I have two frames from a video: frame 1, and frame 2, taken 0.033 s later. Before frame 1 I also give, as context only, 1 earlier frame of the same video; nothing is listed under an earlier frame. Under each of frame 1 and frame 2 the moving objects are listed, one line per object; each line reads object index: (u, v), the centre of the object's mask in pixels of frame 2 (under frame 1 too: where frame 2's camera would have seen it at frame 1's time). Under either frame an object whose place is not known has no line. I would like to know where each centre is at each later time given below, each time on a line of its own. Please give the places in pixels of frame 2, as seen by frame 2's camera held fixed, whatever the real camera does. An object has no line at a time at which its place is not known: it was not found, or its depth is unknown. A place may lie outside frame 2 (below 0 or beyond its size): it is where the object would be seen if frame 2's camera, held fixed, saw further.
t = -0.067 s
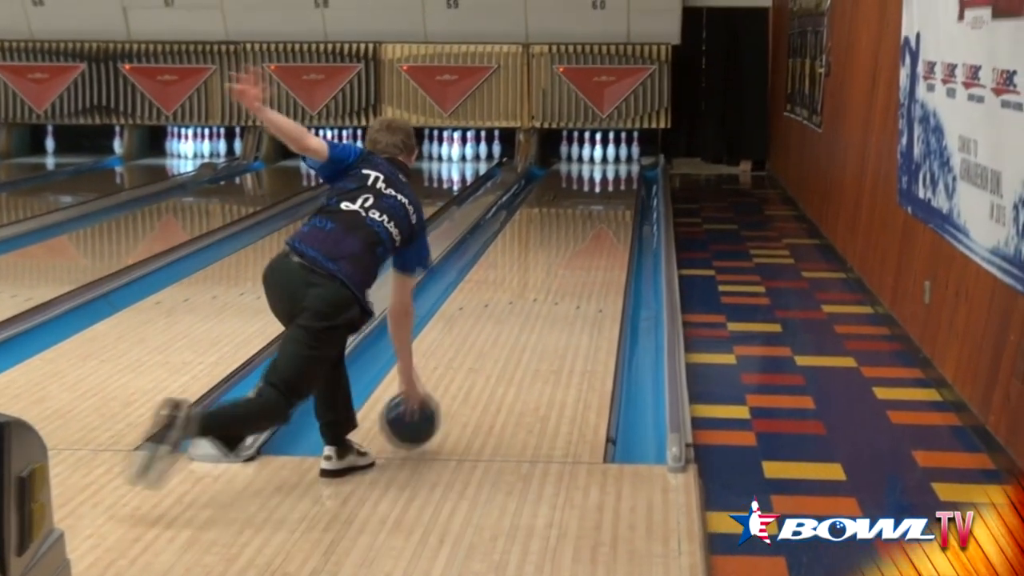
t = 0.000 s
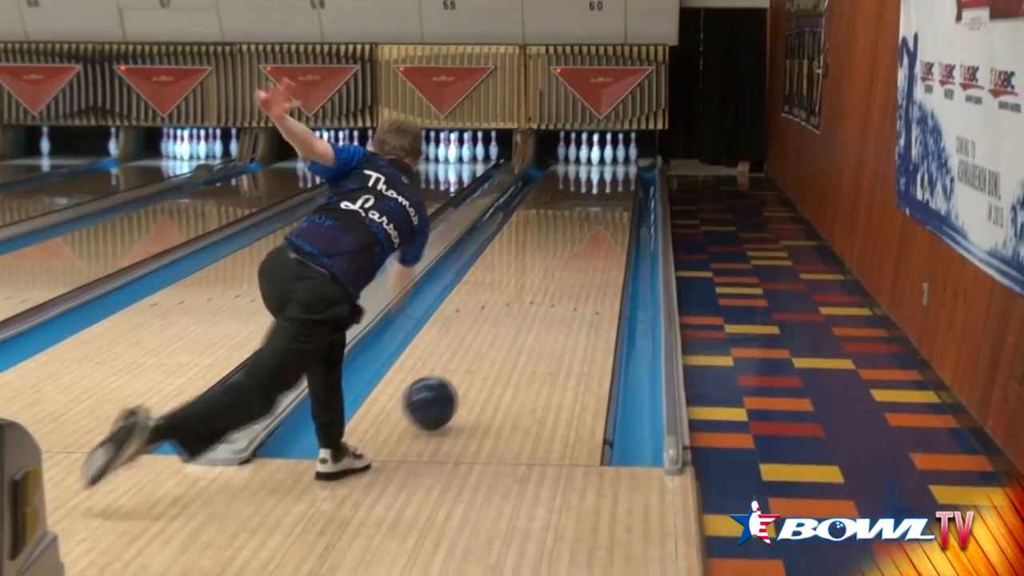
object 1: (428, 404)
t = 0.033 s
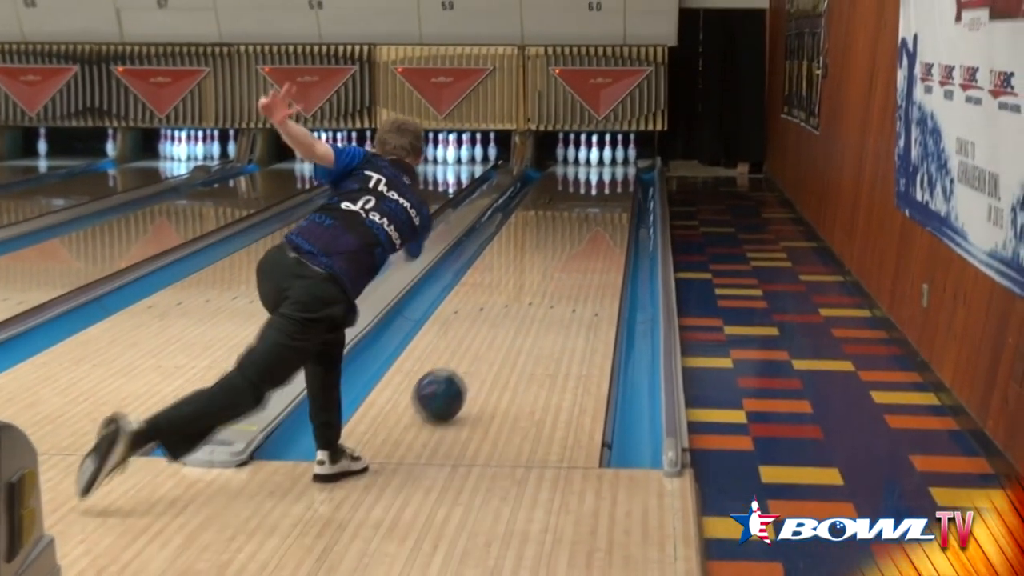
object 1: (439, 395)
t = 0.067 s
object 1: (449, 385)
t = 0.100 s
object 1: (458, 375)
